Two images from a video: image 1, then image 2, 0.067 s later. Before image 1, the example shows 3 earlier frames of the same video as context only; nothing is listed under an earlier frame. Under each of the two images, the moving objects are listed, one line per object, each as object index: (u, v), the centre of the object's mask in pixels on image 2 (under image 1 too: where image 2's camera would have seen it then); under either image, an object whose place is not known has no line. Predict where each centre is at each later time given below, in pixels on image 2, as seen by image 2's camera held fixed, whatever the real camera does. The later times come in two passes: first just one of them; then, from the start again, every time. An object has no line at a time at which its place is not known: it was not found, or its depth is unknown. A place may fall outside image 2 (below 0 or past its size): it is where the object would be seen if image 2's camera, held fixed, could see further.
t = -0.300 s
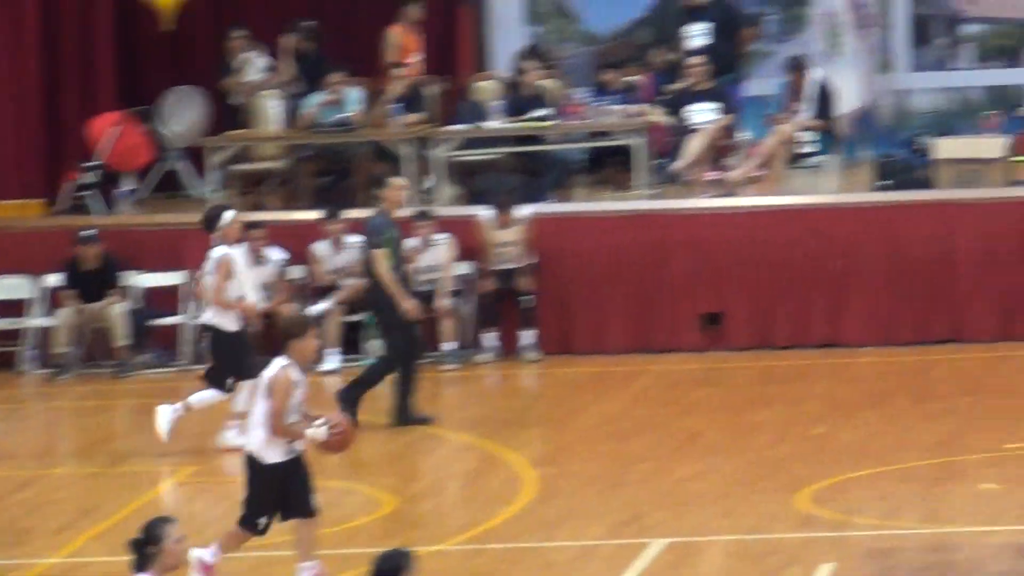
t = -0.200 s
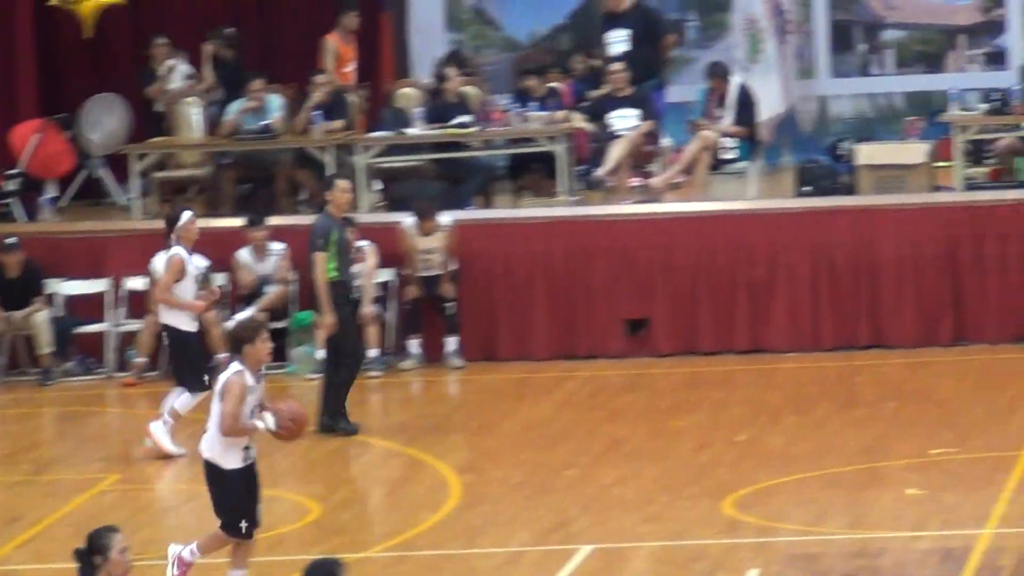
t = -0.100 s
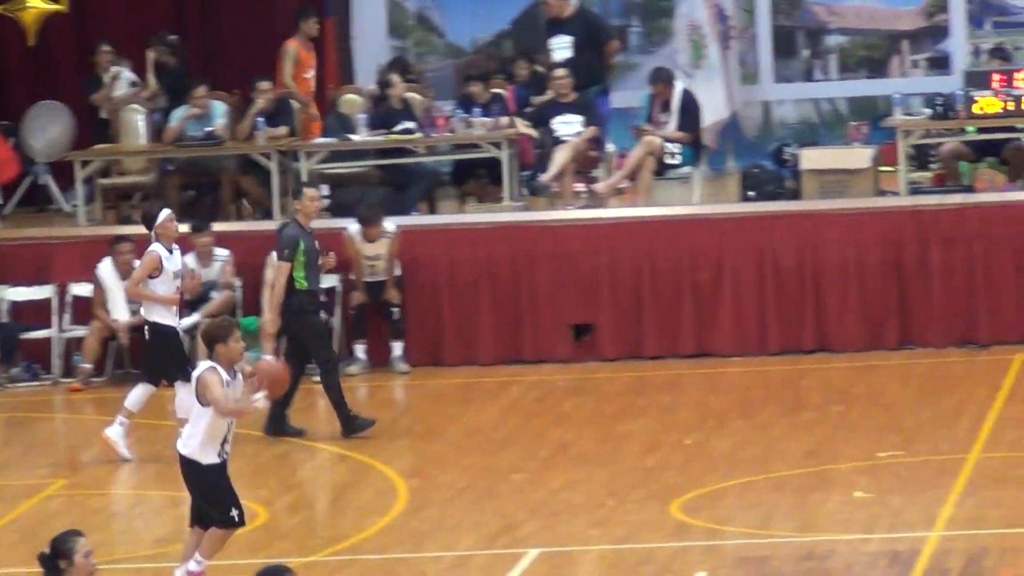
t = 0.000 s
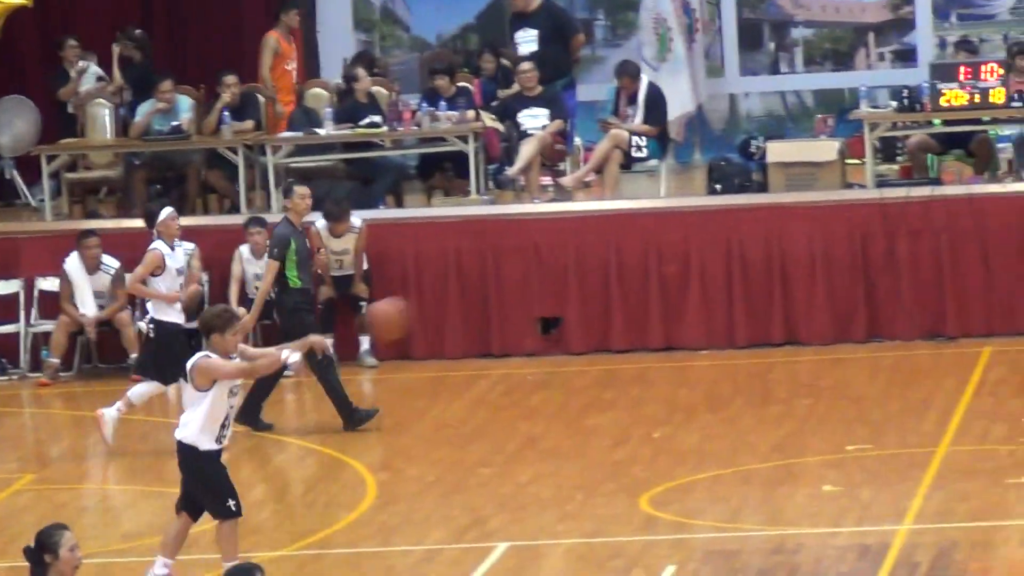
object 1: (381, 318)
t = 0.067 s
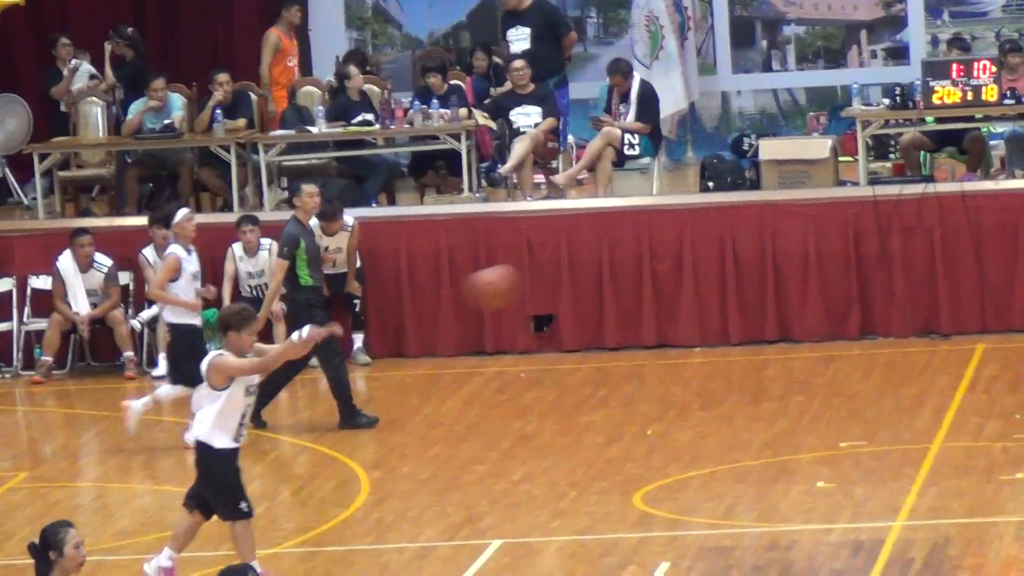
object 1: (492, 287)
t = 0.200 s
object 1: (720, 247)
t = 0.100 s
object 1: (550, 275)
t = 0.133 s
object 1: (606, 264)
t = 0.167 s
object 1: (664, 255)
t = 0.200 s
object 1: (720, 247)
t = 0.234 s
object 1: (779, 241)
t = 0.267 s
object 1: (838, 234)
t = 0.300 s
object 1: (897, 232)
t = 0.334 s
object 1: (951, 229)
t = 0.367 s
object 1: (1004, 227)
